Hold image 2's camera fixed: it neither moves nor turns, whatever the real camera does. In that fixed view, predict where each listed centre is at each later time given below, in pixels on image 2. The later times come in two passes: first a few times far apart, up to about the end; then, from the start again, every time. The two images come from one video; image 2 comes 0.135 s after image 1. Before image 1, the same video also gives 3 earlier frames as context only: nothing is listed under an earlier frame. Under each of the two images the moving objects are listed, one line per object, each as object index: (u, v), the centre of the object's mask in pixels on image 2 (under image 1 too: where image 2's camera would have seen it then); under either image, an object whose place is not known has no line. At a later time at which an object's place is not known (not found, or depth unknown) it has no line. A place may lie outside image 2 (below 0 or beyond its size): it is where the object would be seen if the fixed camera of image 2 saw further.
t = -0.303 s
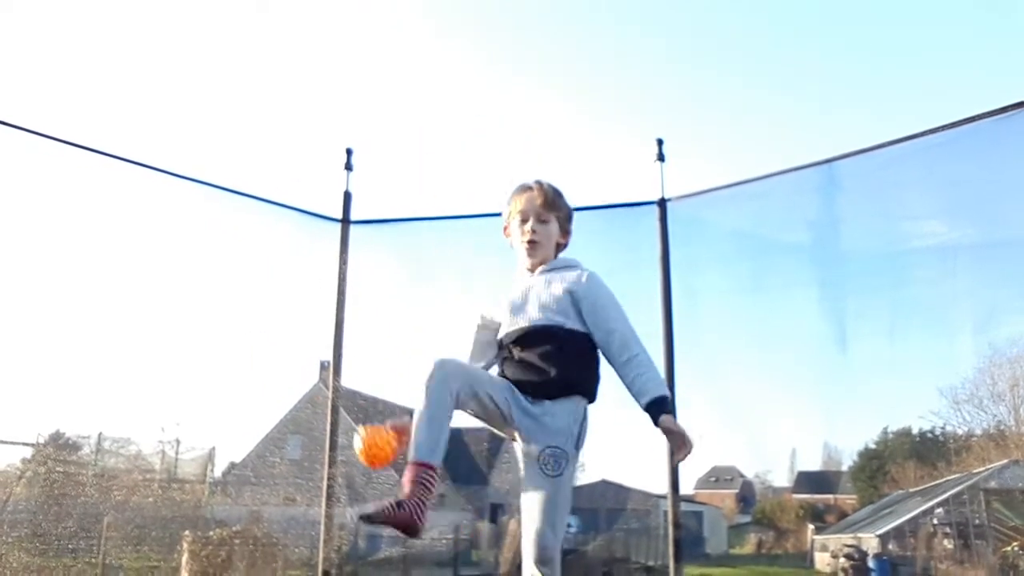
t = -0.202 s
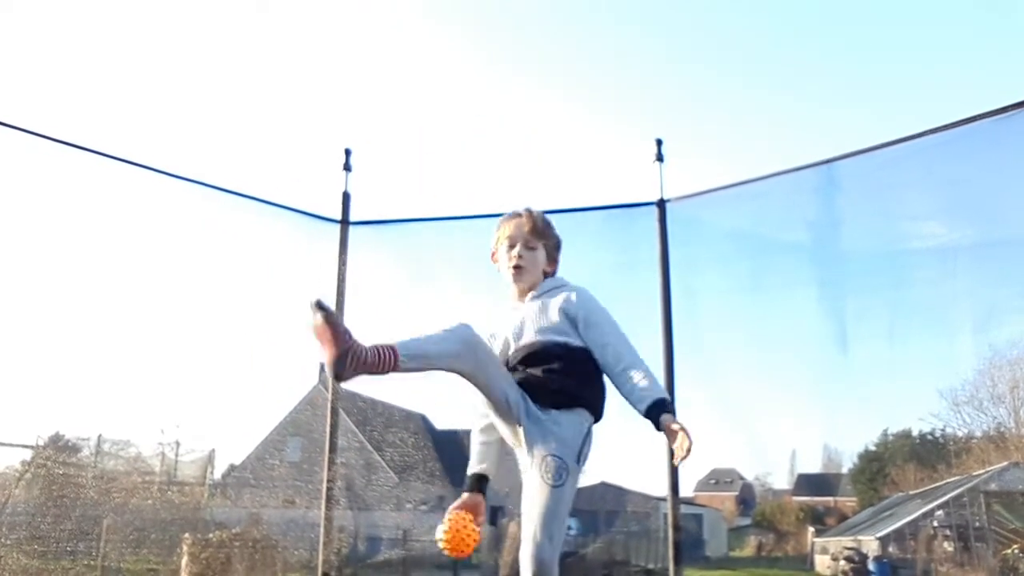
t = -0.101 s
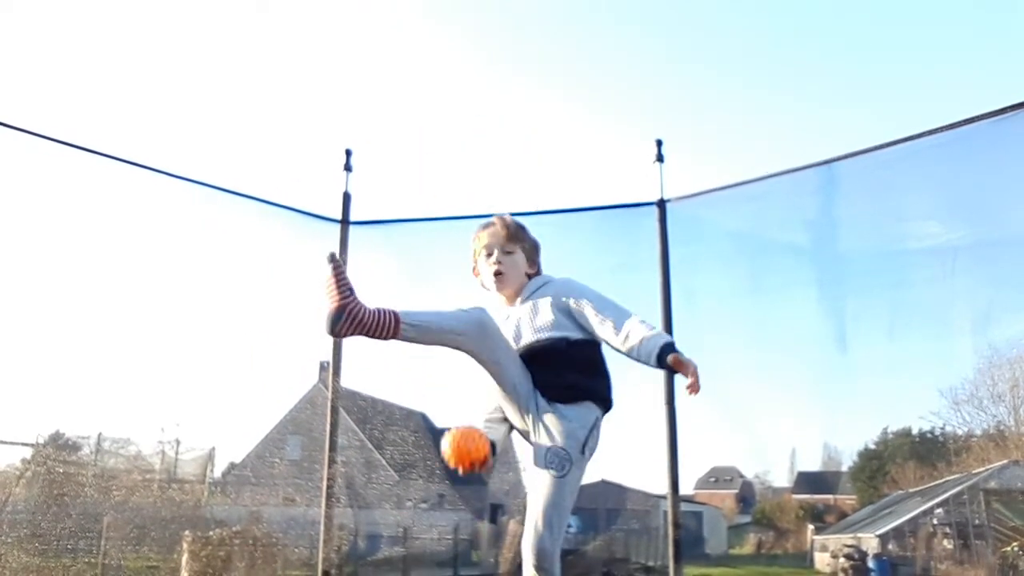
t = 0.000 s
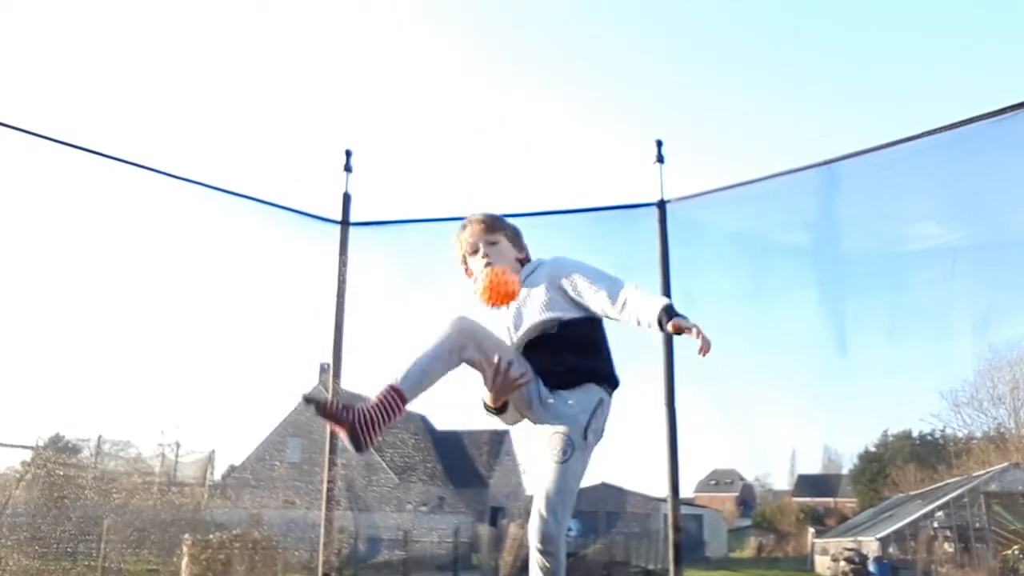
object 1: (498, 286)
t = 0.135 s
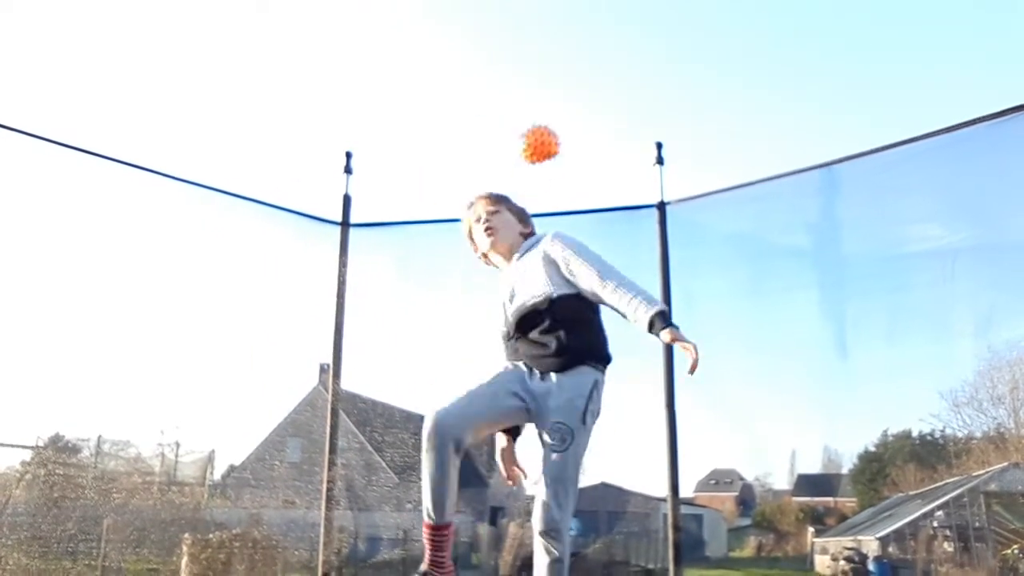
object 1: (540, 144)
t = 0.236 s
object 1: (568, 81)
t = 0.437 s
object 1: (617, 57)
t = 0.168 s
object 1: (551, 119)
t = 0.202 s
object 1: (560, 97)
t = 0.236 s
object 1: (568, 81)
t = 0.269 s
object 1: (577, 70)
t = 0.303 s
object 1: (586, 61)
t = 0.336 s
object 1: (593, 57)
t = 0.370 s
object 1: (602, 53)
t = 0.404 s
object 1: (611, 51)
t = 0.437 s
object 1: (617, 57)
